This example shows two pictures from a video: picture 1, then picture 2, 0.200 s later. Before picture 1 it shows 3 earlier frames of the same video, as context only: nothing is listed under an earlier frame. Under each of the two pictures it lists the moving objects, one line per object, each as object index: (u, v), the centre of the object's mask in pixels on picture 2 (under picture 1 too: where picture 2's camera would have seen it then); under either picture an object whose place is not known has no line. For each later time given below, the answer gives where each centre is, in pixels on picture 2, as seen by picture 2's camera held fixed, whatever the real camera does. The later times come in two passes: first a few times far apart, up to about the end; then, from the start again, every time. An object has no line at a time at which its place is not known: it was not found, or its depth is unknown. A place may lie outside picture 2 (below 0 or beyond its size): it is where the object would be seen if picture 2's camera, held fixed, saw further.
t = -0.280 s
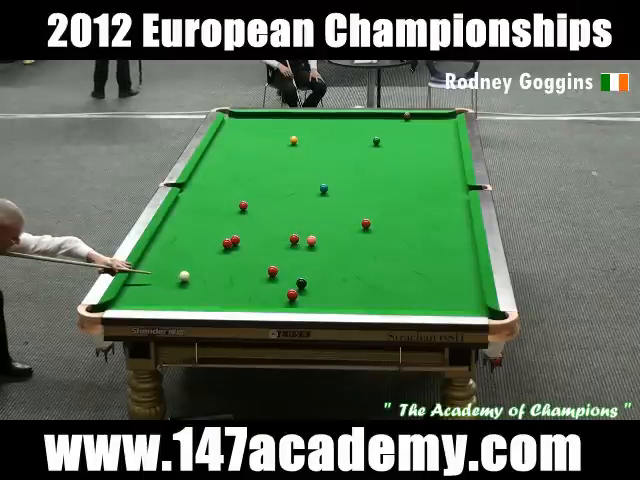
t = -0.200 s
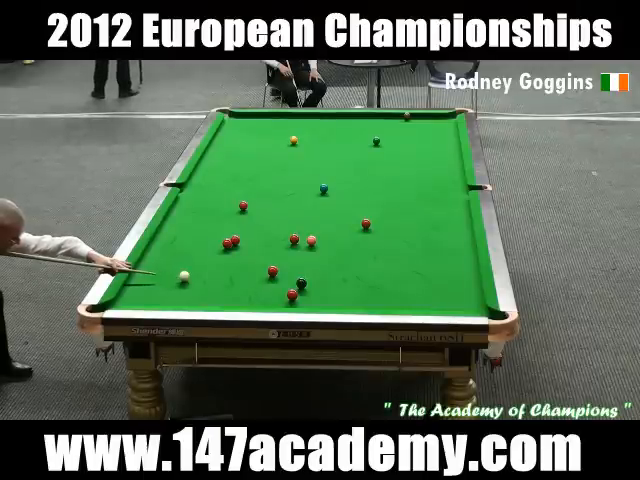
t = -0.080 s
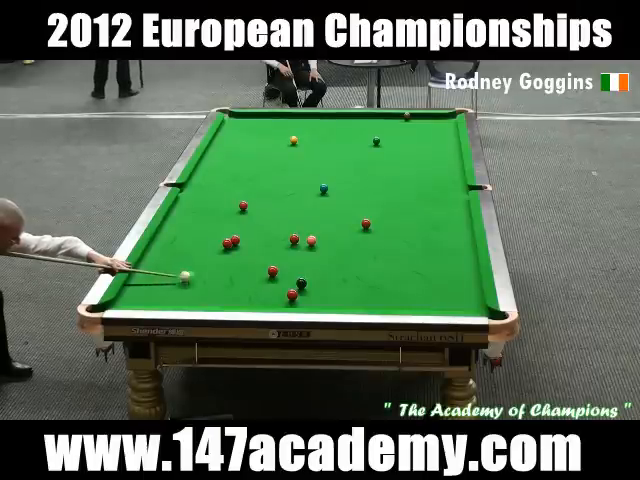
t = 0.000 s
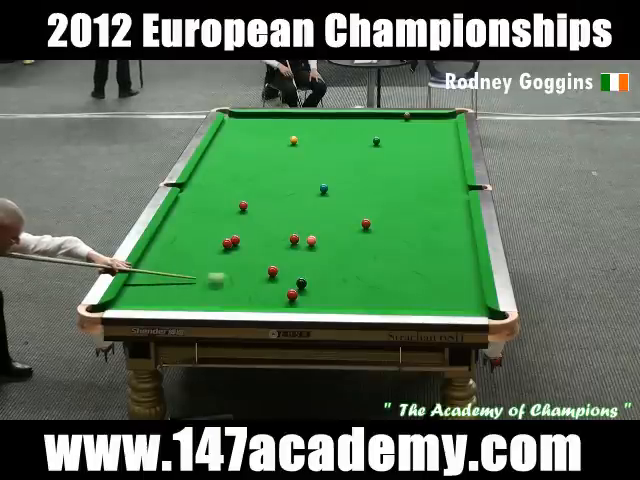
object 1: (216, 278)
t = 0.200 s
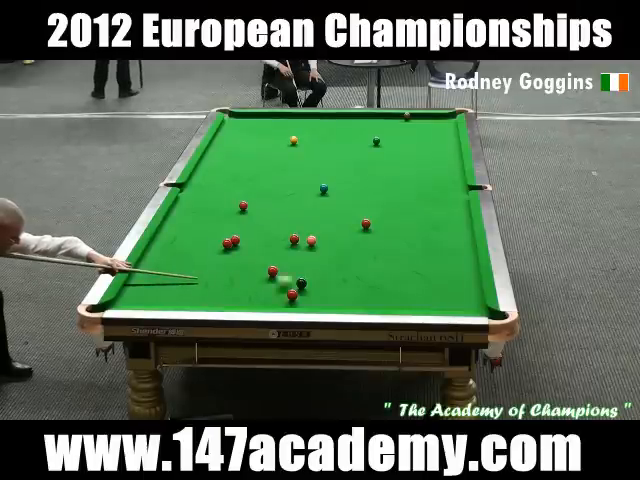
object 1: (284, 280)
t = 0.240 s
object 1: (293, 280)
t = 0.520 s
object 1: (305, 275)
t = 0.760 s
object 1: (316, 271)
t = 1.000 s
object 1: (325, 267)
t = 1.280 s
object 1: (335, 263)
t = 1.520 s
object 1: (343, 260)
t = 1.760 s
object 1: (350, 258)
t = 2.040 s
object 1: (357, 255)
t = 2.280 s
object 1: (363, 253)
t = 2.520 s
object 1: (368, 251)
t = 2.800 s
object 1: (373, 250)
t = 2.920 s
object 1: (375, 249)
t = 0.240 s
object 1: (293, 280)
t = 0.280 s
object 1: (295, 280)
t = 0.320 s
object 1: (296, 279)
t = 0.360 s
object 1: (298, 278)
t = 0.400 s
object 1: (300, 277)
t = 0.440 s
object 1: (302, 276)
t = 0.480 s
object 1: (304, 276)
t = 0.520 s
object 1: (305, 275)
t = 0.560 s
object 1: (307, 275)
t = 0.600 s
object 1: (309, 274)
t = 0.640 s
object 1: (311, 273)
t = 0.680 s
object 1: (312, 273)
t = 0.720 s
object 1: (314, 272)
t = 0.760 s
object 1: (316, 271)
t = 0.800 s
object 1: (317, 270)
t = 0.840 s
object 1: (319, 269)
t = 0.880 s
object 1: (321, 269)
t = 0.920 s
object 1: (322, 268)
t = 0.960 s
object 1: (324, 268)
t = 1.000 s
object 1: (325, 267)
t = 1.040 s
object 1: (326, 266)
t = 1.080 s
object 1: (328, 266)
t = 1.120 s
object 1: (329, 265)
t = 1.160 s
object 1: (331, 265)
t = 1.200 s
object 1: (332, 264)
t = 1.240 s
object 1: (333, 264)
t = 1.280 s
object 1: (335, 263)
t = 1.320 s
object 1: (336, 263)
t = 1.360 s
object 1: (337, 262)
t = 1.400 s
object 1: (339, 262)
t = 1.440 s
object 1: (340, 262)
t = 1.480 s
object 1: (341, 261)
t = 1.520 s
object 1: (343, 260)
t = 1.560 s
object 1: (344, 260)
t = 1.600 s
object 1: (345, 259)
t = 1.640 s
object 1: (346, 259)
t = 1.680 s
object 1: (347, 259)
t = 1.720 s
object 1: (349, 258)
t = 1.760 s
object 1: (350, 258)
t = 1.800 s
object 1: (351, 257)
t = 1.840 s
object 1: (352, 257)
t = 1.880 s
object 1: (353, 256)
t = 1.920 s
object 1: (354, 256)
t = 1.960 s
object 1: (355, 256)
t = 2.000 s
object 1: (356, 255)
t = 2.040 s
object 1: (357, 255)
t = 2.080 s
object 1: (358, 255)
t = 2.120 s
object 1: (359, 254)
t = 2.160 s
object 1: (360, 254)
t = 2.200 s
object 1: (361, 254)
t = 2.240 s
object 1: (362, 253)
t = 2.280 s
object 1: (363, 253)
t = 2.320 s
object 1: (364, 253)
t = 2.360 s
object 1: (365, 252)
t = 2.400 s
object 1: (366, 252)
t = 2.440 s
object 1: (367, 252)
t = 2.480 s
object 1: (367, 252)
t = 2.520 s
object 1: (368, 251)
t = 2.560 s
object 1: (369, 251)
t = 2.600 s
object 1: (370, 251)
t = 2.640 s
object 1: (370, 251)
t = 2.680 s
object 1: (371, 251)
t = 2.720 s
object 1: (372, 251)
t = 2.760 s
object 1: (372, 250)
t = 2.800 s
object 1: (373, 250)
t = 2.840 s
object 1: (373, 250)
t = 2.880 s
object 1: (374, 249)
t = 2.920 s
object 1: (375, 249)
